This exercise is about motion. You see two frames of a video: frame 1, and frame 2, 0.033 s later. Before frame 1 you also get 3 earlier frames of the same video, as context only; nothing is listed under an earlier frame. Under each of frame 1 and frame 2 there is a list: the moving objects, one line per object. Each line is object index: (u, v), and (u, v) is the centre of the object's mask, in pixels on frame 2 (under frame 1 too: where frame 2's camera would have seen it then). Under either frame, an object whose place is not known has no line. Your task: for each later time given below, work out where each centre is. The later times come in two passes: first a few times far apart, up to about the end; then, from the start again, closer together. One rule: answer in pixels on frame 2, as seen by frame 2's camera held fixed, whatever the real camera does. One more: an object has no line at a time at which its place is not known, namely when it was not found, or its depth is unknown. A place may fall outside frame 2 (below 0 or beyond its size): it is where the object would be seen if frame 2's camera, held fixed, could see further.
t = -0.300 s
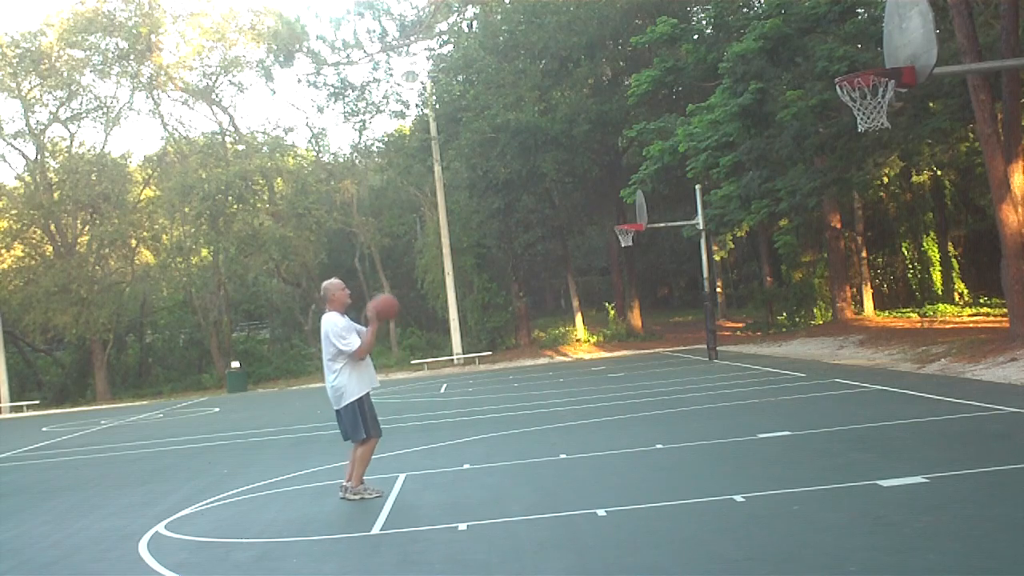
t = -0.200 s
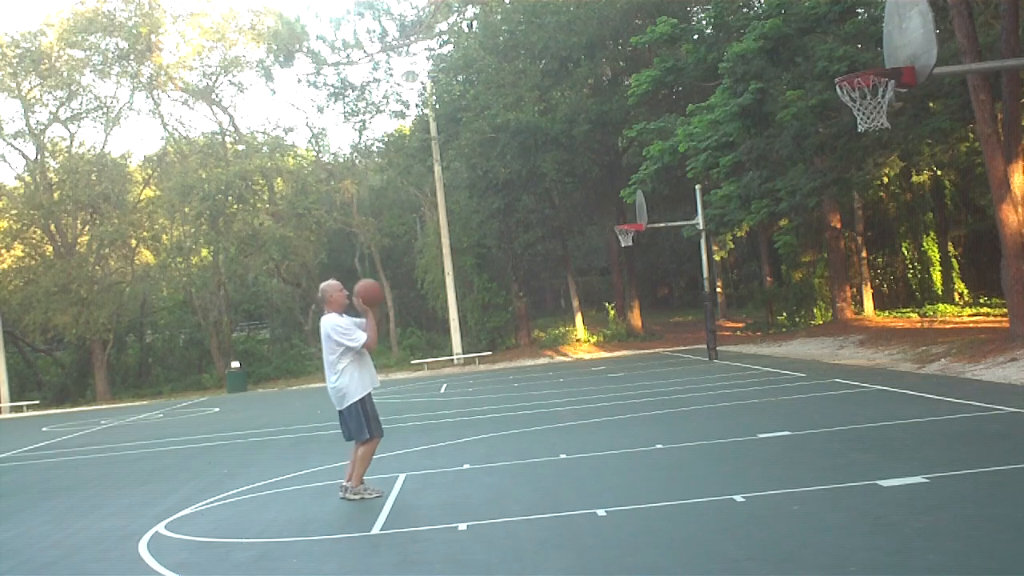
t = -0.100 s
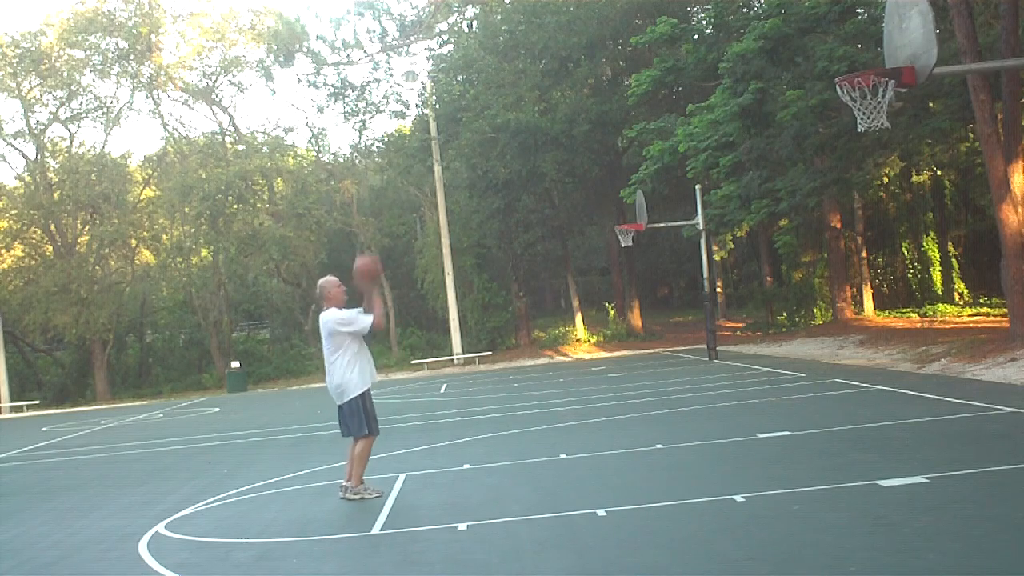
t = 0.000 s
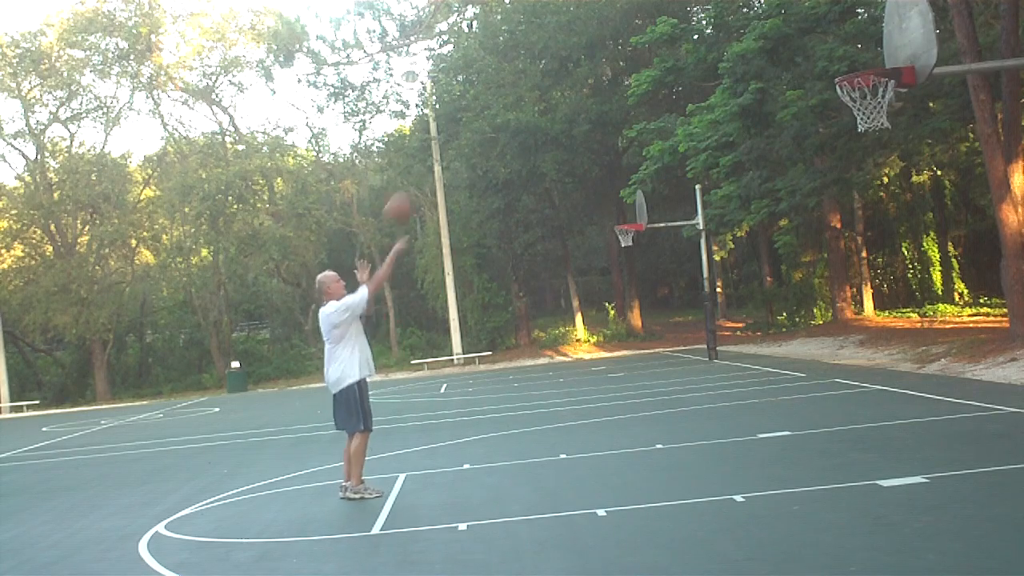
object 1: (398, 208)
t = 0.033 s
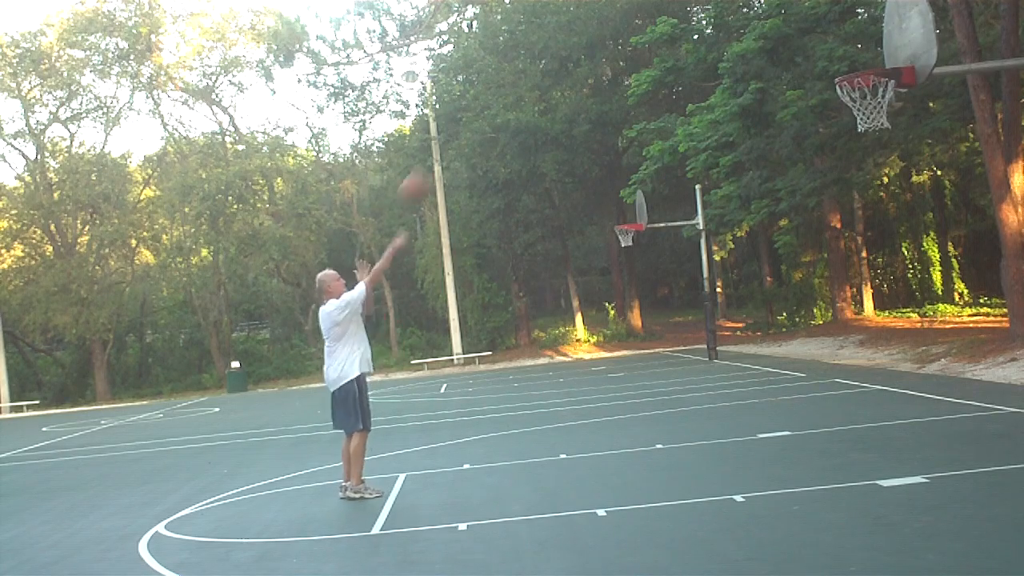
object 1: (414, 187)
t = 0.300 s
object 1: (544, 61)
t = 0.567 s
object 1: (676, 15)
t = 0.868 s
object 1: (832, 59)
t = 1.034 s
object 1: (887, 94)
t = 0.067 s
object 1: (431, 168)
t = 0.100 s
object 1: (448, 149)
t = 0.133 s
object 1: (462, 130)
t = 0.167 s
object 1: (479, 115)
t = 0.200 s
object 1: (495, 99)
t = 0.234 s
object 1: (511, 85)
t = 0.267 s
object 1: (527, 73)
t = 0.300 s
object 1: (544, 61)
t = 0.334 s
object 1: (560, 51)
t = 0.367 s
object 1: (575, 42)
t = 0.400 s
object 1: (591, 36)
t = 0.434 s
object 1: (609, 29)
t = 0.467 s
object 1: (624, 24)
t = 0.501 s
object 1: (641, 21)
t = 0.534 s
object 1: (659, 17)
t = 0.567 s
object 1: (676, 15)
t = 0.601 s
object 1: (691, 15)
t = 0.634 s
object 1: (711, 16)
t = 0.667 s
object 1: (727, 19)
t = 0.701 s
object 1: (743, 23)
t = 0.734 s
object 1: (760, 27)
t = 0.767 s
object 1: (778, 33)
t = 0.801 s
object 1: (796, 40)
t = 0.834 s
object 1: (815, 49)
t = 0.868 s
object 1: (832, 59)
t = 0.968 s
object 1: (871, 84)
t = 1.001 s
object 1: (884, 93)
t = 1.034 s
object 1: (887, 94)
